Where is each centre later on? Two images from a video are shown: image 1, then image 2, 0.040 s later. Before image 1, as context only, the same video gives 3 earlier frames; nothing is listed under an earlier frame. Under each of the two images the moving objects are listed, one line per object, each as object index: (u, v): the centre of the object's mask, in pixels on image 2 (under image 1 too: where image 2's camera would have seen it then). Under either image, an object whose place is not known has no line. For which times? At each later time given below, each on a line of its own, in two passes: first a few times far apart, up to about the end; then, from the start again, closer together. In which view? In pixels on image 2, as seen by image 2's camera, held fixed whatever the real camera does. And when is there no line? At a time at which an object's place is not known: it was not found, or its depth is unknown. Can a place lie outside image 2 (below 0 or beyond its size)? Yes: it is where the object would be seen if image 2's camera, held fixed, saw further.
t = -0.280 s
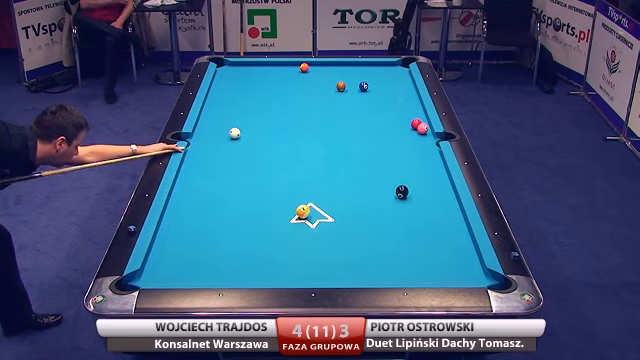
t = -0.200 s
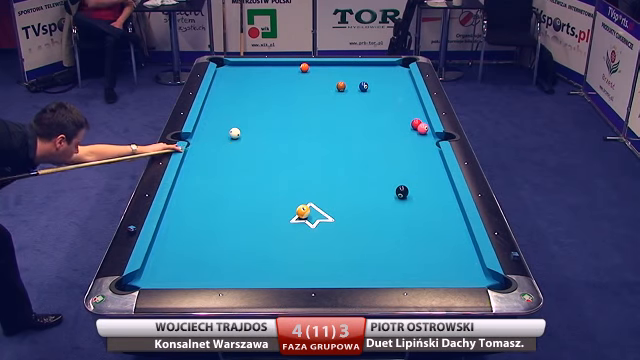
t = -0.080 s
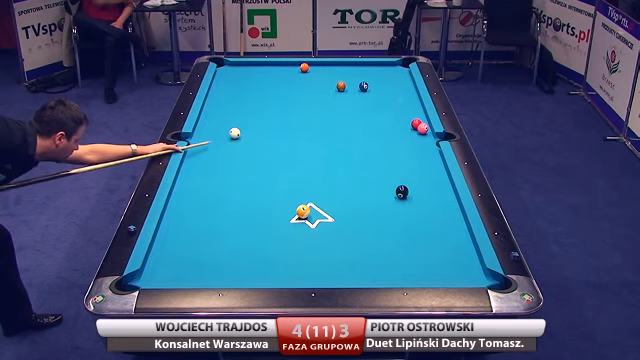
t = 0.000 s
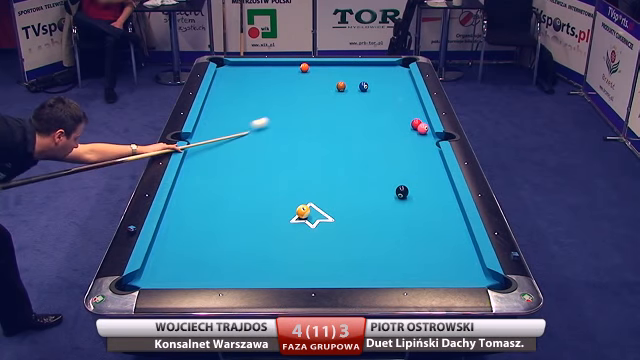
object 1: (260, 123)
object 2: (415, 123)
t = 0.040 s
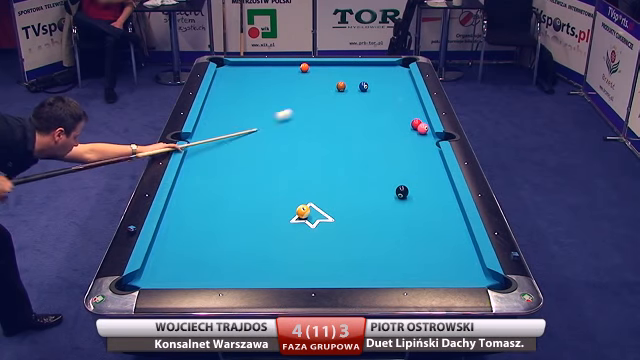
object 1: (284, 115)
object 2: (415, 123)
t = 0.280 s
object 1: (373, 91)
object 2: (415, 123)
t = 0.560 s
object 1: (394, 102)
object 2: (415, 123)
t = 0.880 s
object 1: (412, 116)
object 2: (415, 123)
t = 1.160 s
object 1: (424, 122)
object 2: (411, 126)
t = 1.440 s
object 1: (418, 127)
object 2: (406, 127)
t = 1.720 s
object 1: (412, 131)
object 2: (400, 129)
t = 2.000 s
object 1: (406, 135)
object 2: (396, 130)
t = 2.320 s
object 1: (401, 139)
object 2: (393, 131)
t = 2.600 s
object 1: (397, 142)
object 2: (391, 132)
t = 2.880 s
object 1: (393, 145)
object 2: (389, 132)
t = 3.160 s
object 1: (390, 147)
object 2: (389, 132)
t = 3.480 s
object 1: (387, 149)
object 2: (389, 132)
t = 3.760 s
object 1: (385, 150)
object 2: (389, 132)
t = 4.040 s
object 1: (384, 150)
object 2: (389, 132)
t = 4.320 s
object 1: (383, 150)
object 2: (389, 132)
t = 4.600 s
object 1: (383, 150)
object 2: (389, 132)
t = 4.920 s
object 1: (383, 150)
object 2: (389, 132)
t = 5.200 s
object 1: (383, 150)
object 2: (389, 132)
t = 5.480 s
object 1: (383, 151)
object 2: (389, 132)
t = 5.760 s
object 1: (383, 151)
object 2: (389, 132)
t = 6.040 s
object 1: (383, 151)
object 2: (389, 132)
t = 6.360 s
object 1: (383, 151)
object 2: (389, 132)
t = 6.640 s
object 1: (383, 151)
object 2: (389, 132)
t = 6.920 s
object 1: (383, 151)
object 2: (389, 132)
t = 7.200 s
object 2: (389, 132)
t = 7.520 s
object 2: (389, 133)
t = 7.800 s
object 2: (390, 133)
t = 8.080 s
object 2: (389, 132)
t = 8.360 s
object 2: (389, 132)
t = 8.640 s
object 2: (389, 132)
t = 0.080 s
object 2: (415, 123)
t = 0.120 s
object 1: (327, 99)
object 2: (415, 123)
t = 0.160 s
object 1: (346, 93)
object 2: (415, 123)
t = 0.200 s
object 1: (361, 89)
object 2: (415, 123)
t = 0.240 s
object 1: (367, 90)
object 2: (415, 123)
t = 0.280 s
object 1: (373, 91)
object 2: (415, 123)
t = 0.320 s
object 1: (378, 92)
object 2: (415, 123)
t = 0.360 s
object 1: (382, 94)
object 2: (415, 123)
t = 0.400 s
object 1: (385, 95)
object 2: (415, 123)
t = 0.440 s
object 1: (388, 97)
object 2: (415, 123)
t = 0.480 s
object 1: (390, 99)
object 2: (415, 123)
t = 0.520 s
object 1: (392, 100)
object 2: (415, 123)
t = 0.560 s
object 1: (394, 102)
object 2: (415, 123)
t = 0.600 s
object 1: (397, 104)
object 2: (415, 123)
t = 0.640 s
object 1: (399, 106)
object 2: (415, 123)
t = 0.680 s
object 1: (401, 108)
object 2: (415, 123)
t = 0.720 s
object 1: (403, 109)
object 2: (415, 123)
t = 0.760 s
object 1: (405, 111)
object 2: (415, 123)
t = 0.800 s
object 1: (408, 113)
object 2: (415, 123)
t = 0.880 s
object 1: (412, 116)
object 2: (415, 123)
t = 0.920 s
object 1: (414, 117)
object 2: (415, 123)
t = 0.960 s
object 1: (417, 118)
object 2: (415, 124)
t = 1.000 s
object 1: (419, 118)
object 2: (415, 125)
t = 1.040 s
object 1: (421, 120)
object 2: (414, 125)
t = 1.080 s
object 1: (423, 121)
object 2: (413, 125)
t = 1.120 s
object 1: (425, 122)
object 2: (412, 126)
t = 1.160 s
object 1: (424, 122)
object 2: (411, 126)
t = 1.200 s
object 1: (423, 123)
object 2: (410, 126)
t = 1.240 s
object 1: (423, 124)
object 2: (410, 126)
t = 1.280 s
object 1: (422, 125)
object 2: (409, 127)
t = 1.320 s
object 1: (421, 125)
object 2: (408, 127)
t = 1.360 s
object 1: (419, 126)
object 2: (407, 127)
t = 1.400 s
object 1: (419, 126)
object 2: (406, 127)
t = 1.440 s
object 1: (418, 127)
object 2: (406, 127)
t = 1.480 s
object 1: (417, 128)
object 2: (405, 128)
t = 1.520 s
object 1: (416, 128)
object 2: (404, 128)
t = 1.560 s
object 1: (415, 129)
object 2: (403, 128)
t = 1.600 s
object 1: (414, 129)
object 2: (403, 128)
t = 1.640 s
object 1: (413, 130)
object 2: (402, 129)
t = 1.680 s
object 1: (413, 131)
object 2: (401, 129)
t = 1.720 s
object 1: (412, 131)
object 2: (400, 129)
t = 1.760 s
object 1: (411, 132)
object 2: (400, 129)
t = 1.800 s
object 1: (410, 132)
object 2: (399, 129)
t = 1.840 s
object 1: (409, 133)
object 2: (399, 130)
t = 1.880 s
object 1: (408, 133)
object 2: (398, 130)
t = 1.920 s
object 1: (408, 134)
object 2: (397, 130)
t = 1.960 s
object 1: (407, 135)
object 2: (397, 130)
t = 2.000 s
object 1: (406, 135)
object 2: (396, 130)
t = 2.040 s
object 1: (406, 136)
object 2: (396, 130)
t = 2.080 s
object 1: (405, 136)
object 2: (395, 131)
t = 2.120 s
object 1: (404, 137)
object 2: (395, 131)
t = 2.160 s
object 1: (403, 137)
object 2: (394, 131)
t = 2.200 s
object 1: (403, 137)
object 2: (394, 131)
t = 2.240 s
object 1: (402, 138)
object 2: (393, 131)
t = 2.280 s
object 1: (402, 139)
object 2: (393, 131)
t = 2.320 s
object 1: (401, 139)
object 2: (393, 131)
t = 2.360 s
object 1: (400, 140)
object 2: (393, 131)
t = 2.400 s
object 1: (400, 140)
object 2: (392, 131)
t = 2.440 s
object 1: (399, 140)
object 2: (392, 131)
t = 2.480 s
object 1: (398, 141)
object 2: (391, 132)
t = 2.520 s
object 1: (398, 141)
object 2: (391, 132)
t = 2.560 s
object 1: (397, 142)
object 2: (391, 132)
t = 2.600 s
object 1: (397, 142)
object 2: (391, 132)
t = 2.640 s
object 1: (396, 142)
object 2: (390, 132)
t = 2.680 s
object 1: (396, 143)
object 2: (390, 132)
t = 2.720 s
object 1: (395, 143)
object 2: (390, 132)
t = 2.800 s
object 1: (394, 144)
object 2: (390, 132)
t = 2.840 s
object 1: (394, 144)
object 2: (389, 132)
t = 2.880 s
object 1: (393, 145)
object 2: (389, 132)
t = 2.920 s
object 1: (393, 145)
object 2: (389, 132)
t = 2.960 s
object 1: (392, 145)
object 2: (389, 132)
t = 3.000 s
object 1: (392, 146)
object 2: (389, 132)
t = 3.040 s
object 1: (391, 146)
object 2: (389, 132)
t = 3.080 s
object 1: (391, 146)
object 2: (389, 132)
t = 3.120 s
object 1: (390, 146)
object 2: (389, 132)
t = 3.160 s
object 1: (390, 147)
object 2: (389, 132)
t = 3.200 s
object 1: (390, 147)
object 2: (389, 132)
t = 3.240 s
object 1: (389, 147)
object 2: (389, 132)
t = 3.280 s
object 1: (389, 148)
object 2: (389, 132)
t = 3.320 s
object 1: (388, 148)
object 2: (389, 132)
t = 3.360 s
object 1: (388, 148)
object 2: (389, 132)
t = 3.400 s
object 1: (388, 148)
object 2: (389, 132)
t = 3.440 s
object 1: (387, 148)
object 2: (389, 132)
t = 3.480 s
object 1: (387, 149)
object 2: (389, 132)
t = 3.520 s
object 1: (387, 149)
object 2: (389, 132)
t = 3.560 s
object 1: (387, 149)
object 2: (389, 132)
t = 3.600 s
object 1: (386, 149)
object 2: (389, 132)
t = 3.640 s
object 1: (386, 149)
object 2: (389, 132)
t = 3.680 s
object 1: (386, 149)
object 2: (389, 132)
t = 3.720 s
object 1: (385, 149)
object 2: (389, 132)
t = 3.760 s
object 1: (385, 150)
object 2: (389, 132)
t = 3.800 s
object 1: (385, 150)
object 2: (389, 132)
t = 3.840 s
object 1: (385, 150)
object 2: (389, 132)
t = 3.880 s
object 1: (385, 150)
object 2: (389, 132)
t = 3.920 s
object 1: (385, 150)
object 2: (389, 132)
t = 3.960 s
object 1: (384, 150)
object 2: (389, 132)
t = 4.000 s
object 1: (384, 150)
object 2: (389, 132)
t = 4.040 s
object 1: (384, 150)
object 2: (389, 132)
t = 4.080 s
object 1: (384, 150)
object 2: (389, 132)
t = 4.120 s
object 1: (384, 150)
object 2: (389, 132)
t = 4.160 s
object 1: (384, 150)
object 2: (389, 132)
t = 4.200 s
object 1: (384, 150)
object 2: (389, 132)
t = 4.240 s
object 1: (384, 150)
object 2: (389, 132)
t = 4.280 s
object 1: (384, 150)
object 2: (389, 132)
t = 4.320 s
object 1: (383, 150)
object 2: (389, 132)
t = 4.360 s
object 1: (383, 151)
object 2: (389, 132)
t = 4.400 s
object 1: (383, 151)
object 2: (389, 132)
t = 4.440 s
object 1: (383, 151)
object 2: (389, 132)
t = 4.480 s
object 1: (383, 151)
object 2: (389, 132)
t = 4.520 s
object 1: (383, 150)
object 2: (389, 132)
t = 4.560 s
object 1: (383, 150)
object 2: (389, 132)
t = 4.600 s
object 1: (383, 150)
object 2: (389, 132)
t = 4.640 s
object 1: (383, 150)
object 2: (389, 132)
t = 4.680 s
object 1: (383, 150)
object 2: (389, 132)
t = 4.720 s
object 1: (383, 150)
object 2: (389, 132)
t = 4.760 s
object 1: (383, 150)
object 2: (389, 132)
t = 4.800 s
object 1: (383, 150)
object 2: (389, 132)
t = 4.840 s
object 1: (383, 150)
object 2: (389, 132)
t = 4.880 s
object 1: (383, 150)
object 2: (389, 132)
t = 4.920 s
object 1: (383, 150)
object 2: (389, 132)
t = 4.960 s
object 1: (383, 151)
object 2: (389, 132)
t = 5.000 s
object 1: (383, 151)
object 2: (389, 132)
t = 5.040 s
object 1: (383, 151)
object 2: (389, 132)
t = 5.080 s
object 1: (383, 151)
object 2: (389, 132)
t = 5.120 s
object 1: (383, 151)
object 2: (389, 132)
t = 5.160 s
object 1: (383, 151)
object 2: (389, 132)
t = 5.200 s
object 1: (383, 150)
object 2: (389, 132)
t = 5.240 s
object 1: (383, 151)
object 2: (389, 132)
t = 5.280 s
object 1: (383, 151)
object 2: (389, 132)
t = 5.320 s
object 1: (383, 151)
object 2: (389, 132)
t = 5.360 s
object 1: (383, 151)
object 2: (389, 132)
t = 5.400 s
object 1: (383, 151)
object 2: (389, 132)
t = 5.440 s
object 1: (383, 151)
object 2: (389, 132)
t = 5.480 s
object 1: (383, 151)
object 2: (389, 132)
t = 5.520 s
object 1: (383, 151)
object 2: (389, 132)
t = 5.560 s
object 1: (383, 150)
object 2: (389, 132)
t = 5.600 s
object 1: (383, 151)
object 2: (389, 132)
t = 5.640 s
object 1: (383, 151)
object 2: (389, 132)
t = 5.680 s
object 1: (383, 151)
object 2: (389, 132)
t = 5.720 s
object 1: (383, 151)
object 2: (389, 132)
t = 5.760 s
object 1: (383, 151)
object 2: (389, 132)
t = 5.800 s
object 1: (383, 151)
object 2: (389, 132)
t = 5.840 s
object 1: (383, 151)
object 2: (389, 132)
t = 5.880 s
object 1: (383, 151)
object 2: (389, 132)
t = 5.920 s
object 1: (383, 151)
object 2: (389, 132)
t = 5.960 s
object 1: (383, 150)
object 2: (389, 132)
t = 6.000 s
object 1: (383, 150)
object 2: (389, 132)
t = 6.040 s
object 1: (383, 151)
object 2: (389, 132)
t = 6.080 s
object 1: (383, 151)
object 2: (389, 132)
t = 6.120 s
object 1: (383, 150)
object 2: (389, 132)
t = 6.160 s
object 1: (383, 150)
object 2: (389, 132)
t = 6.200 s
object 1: (383, 150)
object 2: (389, 132)
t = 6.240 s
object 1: (383, 150)
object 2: (389, 132)
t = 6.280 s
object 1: (383, 150)
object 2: (389, 132)
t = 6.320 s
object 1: (383, 150)
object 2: (389, 132)
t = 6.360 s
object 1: (383, 151)
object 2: (389, 132)
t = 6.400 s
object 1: (383, 150)
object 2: (389, 132)
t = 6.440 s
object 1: (383, 151)
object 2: (389, 132)
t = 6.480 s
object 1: (383, 151)
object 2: (389, 132)
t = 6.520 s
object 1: (383, 151)
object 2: (389, 132)
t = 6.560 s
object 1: (383, 151)
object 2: (389, 132)
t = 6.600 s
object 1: (383, 151)
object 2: (389, 132)
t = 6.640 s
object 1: (383, 151)
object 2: (389, 132)
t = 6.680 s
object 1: (383, 151)
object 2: (389, 132)
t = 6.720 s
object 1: (383, 151)
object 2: (389, 132)
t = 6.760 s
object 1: (383, 151)
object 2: (389, 132)
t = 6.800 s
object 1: (383, 151)
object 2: (389, 132)
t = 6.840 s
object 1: (383, 151)
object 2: (389, 132)
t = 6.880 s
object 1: (383, 151)
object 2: (389, 132)
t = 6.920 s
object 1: (383, 151)
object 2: (389, 132)
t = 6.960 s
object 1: (383, 150)
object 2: (389, 132)
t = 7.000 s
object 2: (389, 132)
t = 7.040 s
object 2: (389, 132)
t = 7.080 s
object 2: (389, 132)
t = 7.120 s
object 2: (389, 132)
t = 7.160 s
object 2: (389, 132)
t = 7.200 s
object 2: (389, 132)
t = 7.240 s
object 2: (389, 132)
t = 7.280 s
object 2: (389, 132)
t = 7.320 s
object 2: (389, 132)
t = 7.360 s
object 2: (389, 132)
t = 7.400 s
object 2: (389, 132)
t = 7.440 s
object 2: (389, 132)
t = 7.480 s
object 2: (389, 132)
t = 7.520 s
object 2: (389, 133)
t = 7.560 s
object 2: (389, 132)
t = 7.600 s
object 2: (389, 133)
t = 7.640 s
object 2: (389, 132)
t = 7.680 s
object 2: (389, 133)
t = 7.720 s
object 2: (390, 133)
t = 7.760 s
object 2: (390, 133)
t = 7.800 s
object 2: (390, 133)
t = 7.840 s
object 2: (390, 133)
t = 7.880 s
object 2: (390, 133)
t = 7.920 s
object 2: (389, 132)
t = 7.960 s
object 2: (389, 133)
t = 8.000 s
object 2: (389, 132)
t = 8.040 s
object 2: (389, 132)
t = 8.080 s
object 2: (389, 132)
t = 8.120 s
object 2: (389, 133)
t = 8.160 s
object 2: (389, 132)
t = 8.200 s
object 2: (389, 132)
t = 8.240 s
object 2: (389, 132)
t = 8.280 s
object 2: (389, 132)
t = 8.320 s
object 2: (389, 132)
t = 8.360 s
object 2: (389, 132)
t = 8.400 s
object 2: (389, 132)
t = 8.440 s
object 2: (389, 132)
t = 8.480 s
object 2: (389, 132)
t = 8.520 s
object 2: (389, 132)
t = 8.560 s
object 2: (389, 132)
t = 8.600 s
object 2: (389, 132)
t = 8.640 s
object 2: (389, 132)
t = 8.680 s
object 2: (389, 132)
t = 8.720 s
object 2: (389, 132)
